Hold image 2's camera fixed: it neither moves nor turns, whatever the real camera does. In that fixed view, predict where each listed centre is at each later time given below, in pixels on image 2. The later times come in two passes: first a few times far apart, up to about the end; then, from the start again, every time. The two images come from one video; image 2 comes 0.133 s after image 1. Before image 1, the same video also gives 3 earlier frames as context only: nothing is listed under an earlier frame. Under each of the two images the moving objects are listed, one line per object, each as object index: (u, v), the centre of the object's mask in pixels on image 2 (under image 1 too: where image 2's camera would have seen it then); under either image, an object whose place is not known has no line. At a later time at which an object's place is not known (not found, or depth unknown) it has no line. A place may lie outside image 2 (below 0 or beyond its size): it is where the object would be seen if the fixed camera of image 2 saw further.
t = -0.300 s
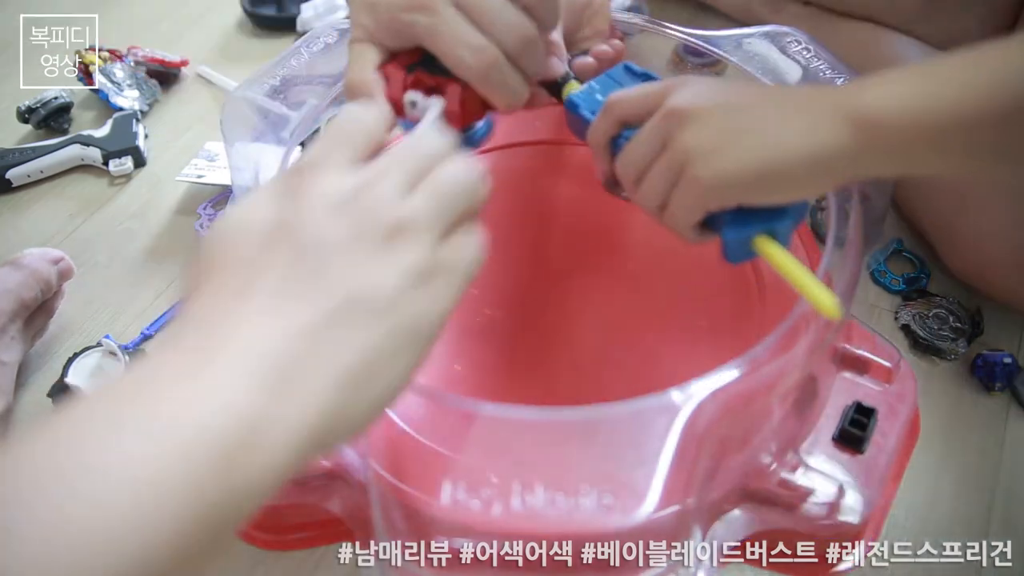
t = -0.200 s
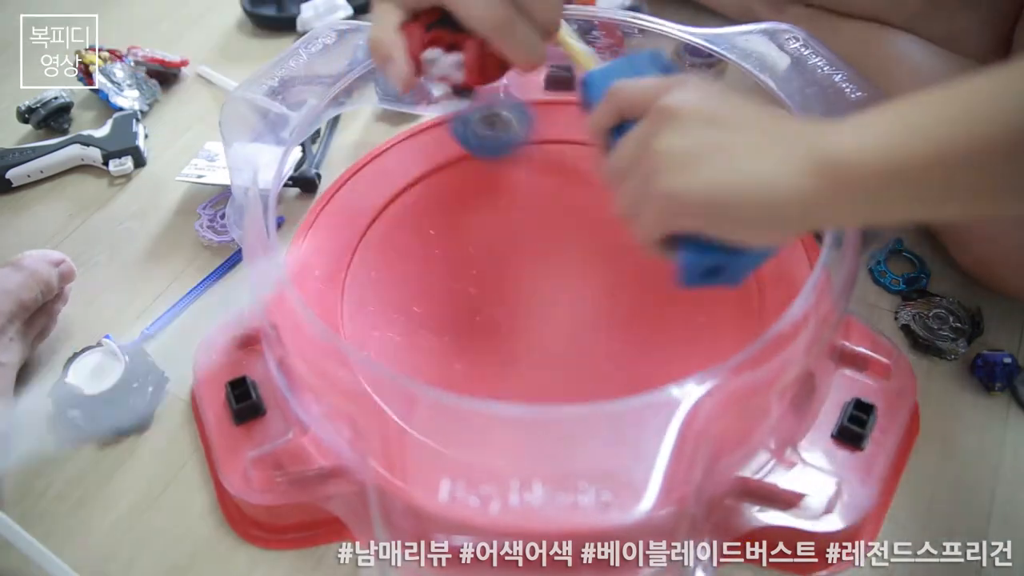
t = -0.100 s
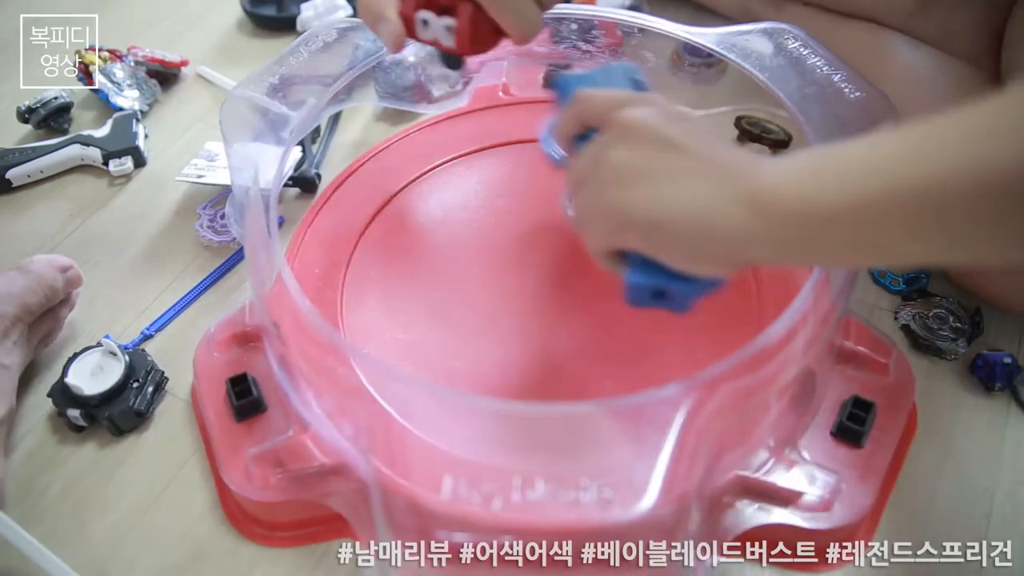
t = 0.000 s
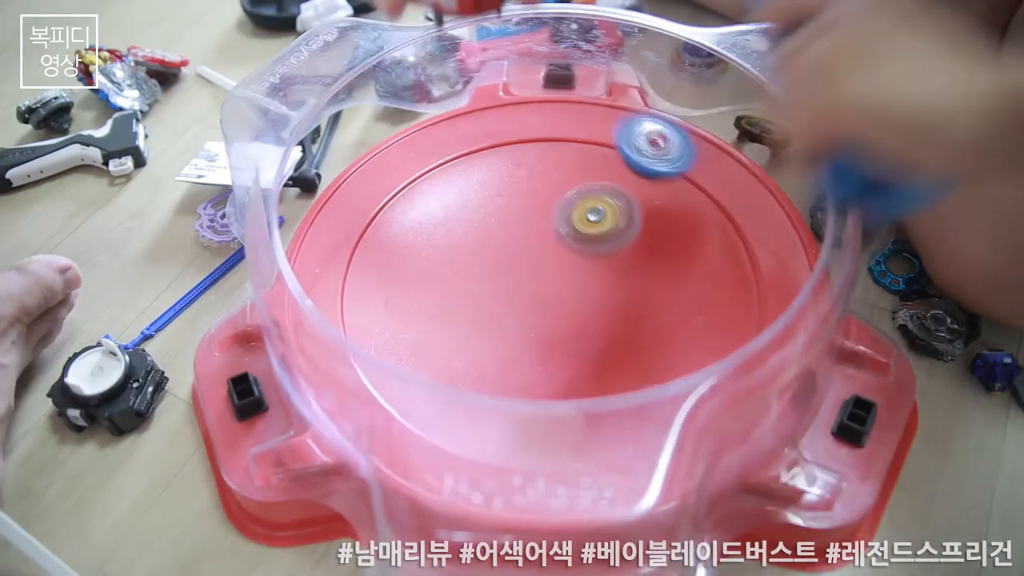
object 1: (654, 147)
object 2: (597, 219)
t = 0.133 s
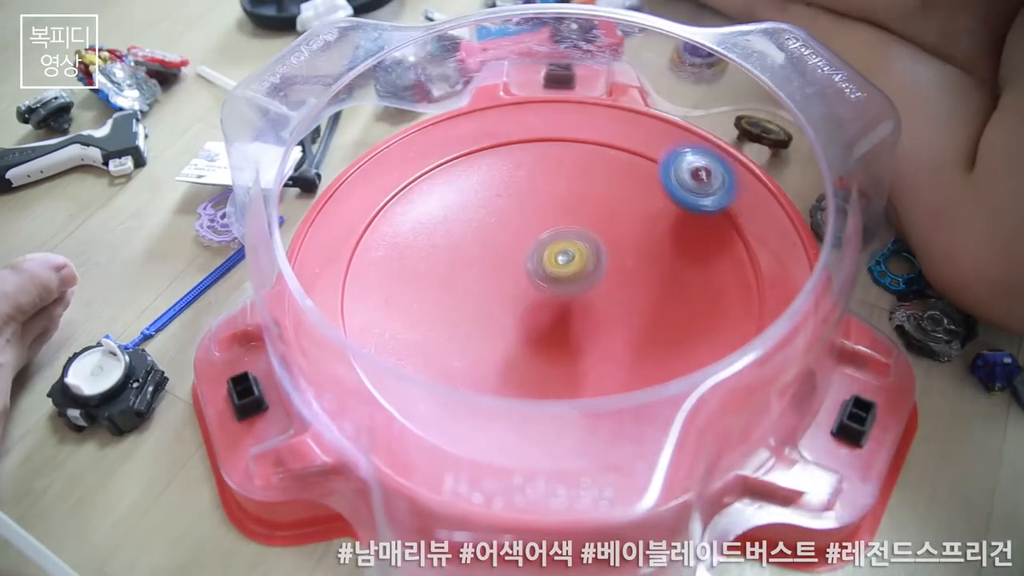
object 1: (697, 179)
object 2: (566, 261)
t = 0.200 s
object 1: (695, 195)
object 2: (568, 261)
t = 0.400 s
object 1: (624, 235)
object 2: (586, 306)
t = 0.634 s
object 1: (570, 223)
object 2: (601, 329)
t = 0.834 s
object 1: (608, 209)
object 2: (578, 318)
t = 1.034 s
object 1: (687, 108)
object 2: (470, 408)
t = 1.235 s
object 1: (668, 132)
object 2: (555, 374)
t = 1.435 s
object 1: (653, 189)
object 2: (499, 301)
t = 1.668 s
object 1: (626, 292)
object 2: (352, 277)
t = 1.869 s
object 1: (590, 343)
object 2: (413, 309)
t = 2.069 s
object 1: (555, 351)
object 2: (501, 255)
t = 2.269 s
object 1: (513, 350)
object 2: (506, 172)
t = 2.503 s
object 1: (462, 336)
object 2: (484, 182)
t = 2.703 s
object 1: (424, 316)
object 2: (544, 238)
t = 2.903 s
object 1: (402, 306)
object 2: (646, 238)
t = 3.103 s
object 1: (460, 279)
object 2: (662, 239)
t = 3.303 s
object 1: (497, 206)
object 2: (616, 272)
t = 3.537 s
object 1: (471, 205)
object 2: (605, 344)
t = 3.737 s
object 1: (564, 254)
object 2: (592, 349)
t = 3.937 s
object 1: (639, 209)
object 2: (546, 328)
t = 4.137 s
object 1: (576, 188)
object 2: (468, 319)
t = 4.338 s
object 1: (544, 288)
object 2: (437, 312)
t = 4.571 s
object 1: (691, 306)
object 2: (442, 290)
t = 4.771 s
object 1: (731, 236)
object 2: (478, 246)
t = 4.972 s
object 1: (589, 236)
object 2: (515, 202)
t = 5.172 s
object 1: (523, 347)
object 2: (524, 162)
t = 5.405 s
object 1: (519, 397)
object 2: (541, 193)
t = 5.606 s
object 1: (514, 390)
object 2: (605, 253)
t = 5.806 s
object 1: (498, 324)
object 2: (677, 293)
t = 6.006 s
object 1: (446, 249)
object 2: (691, 307)
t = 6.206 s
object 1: (410, 237)
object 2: (644, 306)
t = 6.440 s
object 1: (475, 195)
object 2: (557, 366)
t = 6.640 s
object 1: (504, 94)
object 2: (608, 409)
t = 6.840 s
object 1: (554, 121)
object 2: (566, 366)
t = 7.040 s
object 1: (597, 203)
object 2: (483, 310)
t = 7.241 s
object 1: (601, 302)
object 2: (439, 247)
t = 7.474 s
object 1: (527, 365)
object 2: (445, 204)
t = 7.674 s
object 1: (449, 345)
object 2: (512, 206)
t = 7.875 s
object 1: (427, 278)
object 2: (596, 216)
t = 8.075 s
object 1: (476, 223)
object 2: (643, 243)
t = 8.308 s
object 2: (647, 303)
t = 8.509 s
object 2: (607, 336)
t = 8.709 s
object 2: (516, 349)
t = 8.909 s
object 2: (442, 324)
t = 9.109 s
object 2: (409, 266)
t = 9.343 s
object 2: (468, 203)
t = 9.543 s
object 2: (546, 194)
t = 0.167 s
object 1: (698, 190)
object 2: (567, 256)
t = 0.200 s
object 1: (695, 195)
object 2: (568, 261)
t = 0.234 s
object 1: (688, 201)
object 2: (569, 279)
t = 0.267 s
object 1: (679, 208)
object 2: (571, 281)
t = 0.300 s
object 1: (668, 214)
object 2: (574, 286)
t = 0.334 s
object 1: (654, 222)
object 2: (578, 296)
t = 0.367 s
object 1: (639, 229)
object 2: (583, 302)
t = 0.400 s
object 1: (624, 235)
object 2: (586, 306)
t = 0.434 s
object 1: (616, 232)
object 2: (584, 316)
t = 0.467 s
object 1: (607, 228)
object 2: (583, 324)
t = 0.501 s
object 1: (597, 226)
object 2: (584, 330)
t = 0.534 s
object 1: (588, 224)
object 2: (587, 333)
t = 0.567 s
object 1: (581, 223)
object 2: (591, 334)
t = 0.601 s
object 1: (574, 222)
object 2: (596, 332)
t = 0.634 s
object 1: (570, 223)
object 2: (601, 329)
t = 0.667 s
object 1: (568, 225)
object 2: (606, 325)
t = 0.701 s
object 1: (569, 227)
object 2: (609, 320)
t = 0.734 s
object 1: (571, 229)
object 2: (608, 315)
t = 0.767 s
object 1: (575, 231)
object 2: (605, 309)
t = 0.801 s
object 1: (580, 233)
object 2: (602, 304)
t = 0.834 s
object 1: (608, 209)
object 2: (578, 318)
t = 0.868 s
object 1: (636, 177)
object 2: (545, 337)
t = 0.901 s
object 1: (659, 149)
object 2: (516, 357)
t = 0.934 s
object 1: (670, 130)
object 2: (494, 368)
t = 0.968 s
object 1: (677, 121)
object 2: (472, 396)
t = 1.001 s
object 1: (683, 115)
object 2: (460, 415)
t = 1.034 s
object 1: (687, 108)
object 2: (470, 408)
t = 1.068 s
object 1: (683, 112)
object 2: (488, 405)
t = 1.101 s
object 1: (680, 115)
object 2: (503, 399)
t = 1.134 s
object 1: (678, 118)
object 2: (518, 392)
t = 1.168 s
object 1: (674, 122)
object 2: (534, 383)
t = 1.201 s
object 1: (671, 127)
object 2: (546, 378)
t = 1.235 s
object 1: (668, 132)
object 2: (555, 374)
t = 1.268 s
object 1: (666, 138)
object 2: (556, 368)
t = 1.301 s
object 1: (666, 145)
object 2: (555, 362)
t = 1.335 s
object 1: (663, 155)
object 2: (547, 346)
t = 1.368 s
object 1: (660, 165)
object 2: (535, 331)
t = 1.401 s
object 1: (657, 177)
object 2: (517, 315)
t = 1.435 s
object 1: (653, 189)
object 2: (499, 301)
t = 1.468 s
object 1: (651, 202)
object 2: (475, 288)
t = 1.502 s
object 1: (646, 216)
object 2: (449, 279)
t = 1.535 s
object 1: (643, 230)
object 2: (424, 273)
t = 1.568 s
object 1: (639, 246)
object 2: (399, 271)
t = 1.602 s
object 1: (635, 262)
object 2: (379, 272)
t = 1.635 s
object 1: (630, 278)
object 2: (362, 274)
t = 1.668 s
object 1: (626, 292)
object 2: (352, 277)
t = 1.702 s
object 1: (621, 305)
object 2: (354, 284)
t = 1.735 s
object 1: (615, 316)
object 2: (361, 291)
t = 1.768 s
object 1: (609, 325)
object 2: (371, 298)
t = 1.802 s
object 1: (603, 332)
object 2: (384, 303)
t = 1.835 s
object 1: (597, 338)
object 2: (398, 308)
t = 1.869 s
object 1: (590, 343)
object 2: (413, 309)
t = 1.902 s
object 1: (584, 345)
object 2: (430, 310)
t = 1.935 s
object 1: (578, 348)
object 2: (448, 305)
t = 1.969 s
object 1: (572, 349)
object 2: (465, 297)
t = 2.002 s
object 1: (568, 350)
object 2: (478, 286)
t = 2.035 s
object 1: (561, 350)
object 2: (491, 271)
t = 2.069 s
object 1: (555, 351)
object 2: (501, 255)
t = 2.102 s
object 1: (549, 351)
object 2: (508, 239)
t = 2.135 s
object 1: (542, 351)
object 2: (513, 223)
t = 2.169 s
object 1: (535, 352)
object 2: (513, 210)
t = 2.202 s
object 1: (528, 351)
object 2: (513, 195)
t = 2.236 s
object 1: (521, 350)
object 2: (510, 182)
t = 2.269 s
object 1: (513, 350)
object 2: (506, 172)
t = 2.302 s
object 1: (505, 348)
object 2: (502, 166)
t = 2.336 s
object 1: (497, 347)
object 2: (498, 163)
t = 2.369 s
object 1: (490, 345)
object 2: (493, 164)
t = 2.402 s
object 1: (481, 343)
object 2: (490, 166)
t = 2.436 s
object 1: (475, 342)
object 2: (487, 170)
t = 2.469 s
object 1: (468, 339)
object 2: (484, 176)
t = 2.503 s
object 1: (462, 336)
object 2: (484, 182)
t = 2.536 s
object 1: (455, 333)
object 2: (486, 191)
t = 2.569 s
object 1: (449, 329)
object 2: (490, 200)
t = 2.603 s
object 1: (442, 326)
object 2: (498, 211)
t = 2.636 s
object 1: (436, 323)
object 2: (510, 220)
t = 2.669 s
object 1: (430, 320)
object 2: (526, 230)
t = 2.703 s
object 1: (424, 316)
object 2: (544, 238)
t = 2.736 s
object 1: (419, 314)
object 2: (563, 243)
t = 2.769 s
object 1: (413, 311)
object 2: (582, 247)
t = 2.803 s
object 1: (409, 308)
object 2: (602, 247)
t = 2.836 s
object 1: (405, 307)
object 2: (619, 245)
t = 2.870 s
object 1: (402, 306)
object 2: (634, 242)
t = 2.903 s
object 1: (402, 306)
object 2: (646, 238)
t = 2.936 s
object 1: (407, 306)
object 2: (656, 235)
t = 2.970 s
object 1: (415, 304)
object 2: (664, 232)
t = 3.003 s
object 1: (424, 300)
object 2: (667, 233)
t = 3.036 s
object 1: (436, 295)
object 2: (668, 234)
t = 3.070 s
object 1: (448, 288)
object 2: (666, 236)
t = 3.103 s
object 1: (460, 279)
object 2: (662, 239)
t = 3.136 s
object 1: (471, 267)
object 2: (655, 243)
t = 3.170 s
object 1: (480, 255)
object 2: (647, 247)
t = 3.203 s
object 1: (488, 242)
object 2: (638, 252)
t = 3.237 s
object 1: (494, 229)
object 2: (630, 257)
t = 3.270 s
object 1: (497, 218)
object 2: (623, 264)
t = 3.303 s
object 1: (497, 206)
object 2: (616, 272)
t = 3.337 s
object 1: (496, 197)
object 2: (611, 282)
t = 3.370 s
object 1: (490, 189)
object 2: (607, 292)
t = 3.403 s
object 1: (484, 184)
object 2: (604, 305)
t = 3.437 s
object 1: (478, 184)
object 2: (602, 317)
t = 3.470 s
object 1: (472, 187)
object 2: (602, 328)
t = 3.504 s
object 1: (469, 194)
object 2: (603, 337)
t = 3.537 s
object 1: (471, 205)
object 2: (605, 344)
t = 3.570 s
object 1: (477, 217)
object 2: (605, 349)
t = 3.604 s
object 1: (486, 227)
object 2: (604, 353)
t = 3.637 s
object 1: (502, 239)
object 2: (602, 354)
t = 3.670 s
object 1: (520, 248)
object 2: (599, 354)
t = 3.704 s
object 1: (541, 252)
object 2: (596, 352)
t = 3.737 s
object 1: (564, 254)
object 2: (592, 349)
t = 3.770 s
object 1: (586, 252)
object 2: (587, 345)
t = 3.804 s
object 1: (604, 248)
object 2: (583, 342)
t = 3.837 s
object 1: (620, 239)
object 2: (576, 338)
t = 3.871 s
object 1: (631, 229)
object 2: (569, 335)
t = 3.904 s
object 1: (637, 220)
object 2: (558, 332)
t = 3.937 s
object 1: (639, 209)
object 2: (546, 328)
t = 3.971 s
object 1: (639, 196)
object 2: (532, 326)
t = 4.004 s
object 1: (633, 187)
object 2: (517, 324)
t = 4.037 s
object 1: (624, 182)
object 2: (504, 323)
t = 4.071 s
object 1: (610, 180)
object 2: (490, 321)
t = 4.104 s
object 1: (594, 182)
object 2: (479, 320)
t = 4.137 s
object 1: (576, 188)
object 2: (468, 319)
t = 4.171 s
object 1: (558, 200)
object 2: (461, 318)
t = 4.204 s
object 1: (541, 216)
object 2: (455, 316)
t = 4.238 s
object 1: (529, 235)
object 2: (453, 315)
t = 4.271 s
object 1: (522, 255)
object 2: (453, 313)
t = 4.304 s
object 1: (528, 274)
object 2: (449, 312)
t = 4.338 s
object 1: (544, 288)
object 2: (437, 312)
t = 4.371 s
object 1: (561, 299)
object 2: (432, 310)
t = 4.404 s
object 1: (581, 308)
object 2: (430, 307)
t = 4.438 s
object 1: (602, 313)
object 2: (430, 304)
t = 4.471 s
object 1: (625, 315)
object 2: (432, 302)
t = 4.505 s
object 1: (647, 312)
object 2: (435, 298)
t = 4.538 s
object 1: (669, 311)
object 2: (438, 295)
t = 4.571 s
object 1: (691, 306)
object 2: (442, 290)
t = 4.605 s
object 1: (713, 299)
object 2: (447, 284)
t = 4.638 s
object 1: (732, 288)
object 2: (453, 278)
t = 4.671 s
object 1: (746, 276)
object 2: (458, 270)
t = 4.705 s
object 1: (751, 261)
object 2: (465, 263)
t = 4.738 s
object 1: (743, 248)
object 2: (472, 255)
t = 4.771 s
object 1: (731, 236)
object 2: (478, 246)
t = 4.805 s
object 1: (715, 227)
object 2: (485, 238)
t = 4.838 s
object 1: (695, 221)
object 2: (493, 230)
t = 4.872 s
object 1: (670, 220)
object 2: (498, 223)
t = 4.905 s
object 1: (643, 222)
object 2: (504, 216)
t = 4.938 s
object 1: (616, 228)
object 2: (509, 208)
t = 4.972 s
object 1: (589, 236)
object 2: (515, 202)
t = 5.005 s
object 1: (571, 254)
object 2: (515, 191)
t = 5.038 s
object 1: (558, 276)
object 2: (516, 179)
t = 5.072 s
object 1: (546, 297)
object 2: (518, 171)
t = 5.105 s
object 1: (536, 315)
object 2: (520, 165)
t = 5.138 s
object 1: (529, 333)
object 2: (522, 162)
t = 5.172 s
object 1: (523, 347)
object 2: (524, 162)
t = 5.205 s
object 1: (519, 359)
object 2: (525, 163)
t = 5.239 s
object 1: (519, 367)
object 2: (526, 165)
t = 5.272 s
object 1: (519, 373)
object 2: (526, 169)
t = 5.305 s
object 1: (521, 378)
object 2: (528, 172)
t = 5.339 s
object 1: (518, 390)
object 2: (532, 177)
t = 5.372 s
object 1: (520, 395)
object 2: (536, 185)
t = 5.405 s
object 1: (519, 397)
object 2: (541, 193)
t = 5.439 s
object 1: (519, 399)
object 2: (548, 201)
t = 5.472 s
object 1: (518, 399)
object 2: (556, 212)
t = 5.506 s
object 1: (518, 398)
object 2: (567, 222)
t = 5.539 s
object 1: (516, 397)
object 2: (579, 232)
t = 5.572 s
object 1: (516, 395)
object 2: (592, 244)
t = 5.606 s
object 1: (514, 390)
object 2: (605, 253)
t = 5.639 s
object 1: (514, 383)
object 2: (619, 261)
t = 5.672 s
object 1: (512, 371)
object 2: (632, 269)
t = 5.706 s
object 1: (511, 364)
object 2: (642, 275)
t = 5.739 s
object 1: (508, 352)
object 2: (655, 281)
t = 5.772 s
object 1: (504, 338)
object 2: (667, 287)
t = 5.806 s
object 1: (498, 324)
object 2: (677, 293)
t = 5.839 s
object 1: (491, 309)
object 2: (684, 297)
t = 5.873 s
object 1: (483, 295)
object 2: (689, 301)
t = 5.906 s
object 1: (474, 281)
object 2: (692, 304)
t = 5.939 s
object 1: (465, 269)
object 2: (693, 306)
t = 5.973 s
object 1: (456, 259)
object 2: (693, 307)
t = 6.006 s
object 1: (446, 249)
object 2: (691, 307)
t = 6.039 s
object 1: (437, 241)
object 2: (687, 307)
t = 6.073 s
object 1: (427, 235)
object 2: (683, 306)
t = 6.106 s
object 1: (418, 232)
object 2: (678, 306)
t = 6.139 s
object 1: (411, 231)
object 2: (670, 307)
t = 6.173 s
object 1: (409, 233)
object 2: (659, 307)
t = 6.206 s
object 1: (410, 237)
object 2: (644, 306)
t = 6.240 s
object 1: (415, 242)
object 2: (629, 306)
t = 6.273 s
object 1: (423, 248)
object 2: (612, 305)
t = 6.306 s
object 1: (437, 253)
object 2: (593, 305)
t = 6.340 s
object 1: (453, 257)
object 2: (572, 306)
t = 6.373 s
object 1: (474, 260)
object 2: (550, 307)
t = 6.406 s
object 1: (480, 235)
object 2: (547, 337)
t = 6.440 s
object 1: (475, 195)
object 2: (557, 366)
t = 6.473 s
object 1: (474, 159)
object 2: (568, 380)
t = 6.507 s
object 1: (478, 133)
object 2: (570, 415)
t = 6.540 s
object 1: (483, 116)
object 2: (579, 428)
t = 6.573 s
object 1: (490, 104)
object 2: (588, 426)
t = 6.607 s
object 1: (497, 94)
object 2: (598, 421)
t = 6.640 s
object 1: (504, 94)
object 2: (608, 409)
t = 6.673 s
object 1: (512, 97)
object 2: (612, 402)
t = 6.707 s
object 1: (520, 100)
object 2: (611, 394)
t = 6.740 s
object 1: (528, 104)
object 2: (605, 377)
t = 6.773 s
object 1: (537, 109)
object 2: (594, 374)
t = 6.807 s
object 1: (545, 115)
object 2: (583, 370)
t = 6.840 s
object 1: (554, 121)
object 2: (566, 366)
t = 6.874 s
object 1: (563, 130)
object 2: (552, 361)
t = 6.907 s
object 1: (570, 142)
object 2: (536, 352)
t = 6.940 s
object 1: (577, 157)
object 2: (521, 342)
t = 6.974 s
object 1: (584, 170)
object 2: (507, 332)
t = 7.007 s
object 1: (591, 185)
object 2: (495, 321)
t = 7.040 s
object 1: (597, 203)
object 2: (483, 310)
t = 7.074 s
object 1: (602, 221)
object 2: (473, 300)
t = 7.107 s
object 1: (605, 238)
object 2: (463, 289)
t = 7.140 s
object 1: (606, 255)
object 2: (456, 278)
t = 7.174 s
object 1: (605, 271)
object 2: (450, 269)
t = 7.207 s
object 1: (604, 286)
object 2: (444, 258)
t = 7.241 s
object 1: (601, 302)
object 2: (439, 247)
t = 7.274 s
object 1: (596, 316)
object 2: (435, 238)
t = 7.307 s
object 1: (588, 329)
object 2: (433, 230)
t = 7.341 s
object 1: (579, 339)
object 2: (434, 223)
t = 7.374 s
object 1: (568, 349)
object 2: (433, 215)
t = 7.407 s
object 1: (555, 358)
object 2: (436, 211)
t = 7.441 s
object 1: (541, 363)
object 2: (440, 206)
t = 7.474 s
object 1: (527, 365)
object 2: (445, 204)
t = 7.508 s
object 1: (511, 367)
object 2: (453, 204)
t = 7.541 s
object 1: (497, 366)
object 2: (462, 203)
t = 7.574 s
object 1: (483, 363)
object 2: (474, 203)
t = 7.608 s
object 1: (470, 358)
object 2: (485, 204)
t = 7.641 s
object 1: (459, 353)
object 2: (499, 204)
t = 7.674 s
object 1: (449, 345)
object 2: (512, 206)
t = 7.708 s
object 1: (440, 335)
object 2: (526, 208)
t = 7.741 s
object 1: (434, 325)
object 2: (541, 209)
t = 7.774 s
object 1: (429, 314)
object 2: (556, 211)
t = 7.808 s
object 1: (426, 303)
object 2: (569, 211)
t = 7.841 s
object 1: (426, 291)
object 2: (582, 214)
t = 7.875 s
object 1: (427, 278)
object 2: (596, 216)
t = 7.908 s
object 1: (432, 267)
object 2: (606, 219)
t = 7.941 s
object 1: (437, 257)
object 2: (617, 222)
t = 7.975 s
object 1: (444, 246)
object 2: (626, 225)
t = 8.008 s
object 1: (454, 238)
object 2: (632, 229)
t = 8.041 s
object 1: (465, 230)
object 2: (639, 236)
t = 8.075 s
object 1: (476, 223)
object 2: (643, 243)
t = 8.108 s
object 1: (489, 219)
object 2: (648, 251)
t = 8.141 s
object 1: (502, 214)
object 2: (651, 259)
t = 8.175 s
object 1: (516, 211)
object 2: (652, 267)
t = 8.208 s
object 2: (652, 276)
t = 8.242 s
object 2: (651, 286)
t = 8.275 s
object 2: (651, 295)
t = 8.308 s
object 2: (647, 303)
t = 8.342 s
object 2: (645, 310)
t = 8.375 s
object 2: (639, 318)
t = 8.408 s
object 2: (633, 324)
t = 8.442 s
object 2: (625, 329)
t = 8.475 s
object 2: (616, 333)
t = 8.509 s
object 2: (607, 336)
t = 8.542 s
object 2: (595, 340)
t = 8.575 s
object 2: (584, 342)
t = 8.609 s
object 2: (566, 345)
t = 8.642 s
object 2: (548, 348)
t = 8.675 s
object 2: (532, 349)
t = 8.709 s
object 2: (516, 349)
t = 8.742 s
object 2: (502, 348)
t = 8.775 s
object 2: (487, 345)
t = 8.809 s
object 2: (473, 341)
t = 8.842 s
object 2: (462, 336)
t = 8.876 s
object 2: (451, 331)
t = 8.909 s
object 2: (442, 324)
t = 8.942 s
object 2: (434, 316)
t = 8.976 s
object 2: (425, 306)
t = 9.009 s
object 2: (418, 296)
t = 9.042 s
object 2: (412, 286)
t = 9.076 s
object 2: (410, 277)
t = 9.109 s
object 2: (409, 266)
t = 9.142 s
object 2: (411, 257)
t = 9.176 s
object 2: (414, 248)
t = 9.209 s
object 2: (418, 239)
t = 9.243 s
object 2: (429, 230)
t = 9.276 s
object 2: (441, 213)
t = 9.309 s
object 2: (455, 205)
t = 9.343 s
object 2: (468, 203)
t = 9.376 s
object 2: (483, 200)
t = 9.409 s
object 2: (497, 199)
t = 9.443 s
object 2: (511, 196)
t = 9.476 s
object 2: (523, 197)
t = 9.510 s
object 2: (535, 197)
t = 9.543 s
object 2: (546, 194)
